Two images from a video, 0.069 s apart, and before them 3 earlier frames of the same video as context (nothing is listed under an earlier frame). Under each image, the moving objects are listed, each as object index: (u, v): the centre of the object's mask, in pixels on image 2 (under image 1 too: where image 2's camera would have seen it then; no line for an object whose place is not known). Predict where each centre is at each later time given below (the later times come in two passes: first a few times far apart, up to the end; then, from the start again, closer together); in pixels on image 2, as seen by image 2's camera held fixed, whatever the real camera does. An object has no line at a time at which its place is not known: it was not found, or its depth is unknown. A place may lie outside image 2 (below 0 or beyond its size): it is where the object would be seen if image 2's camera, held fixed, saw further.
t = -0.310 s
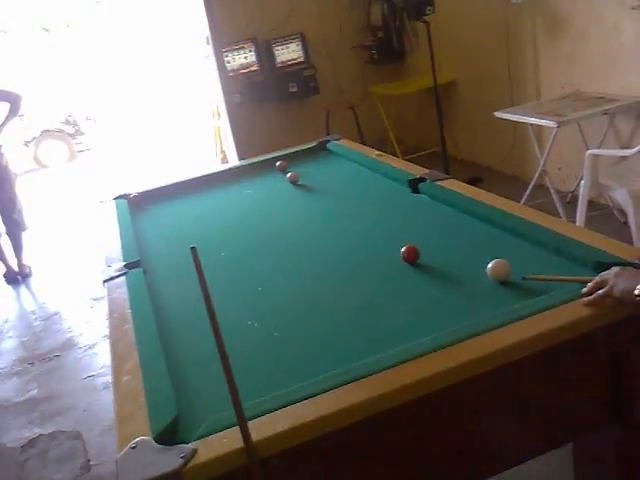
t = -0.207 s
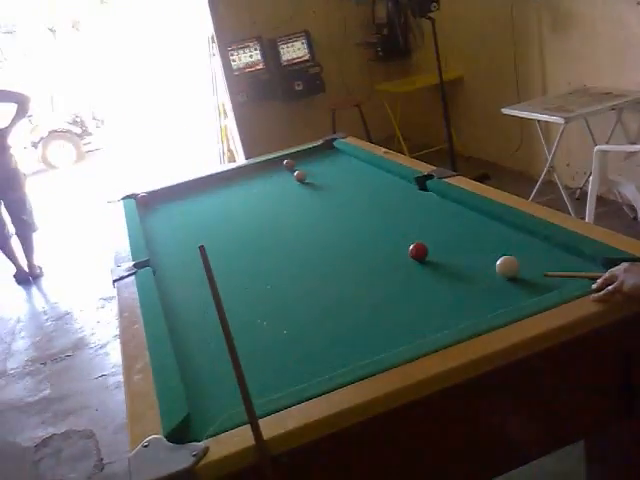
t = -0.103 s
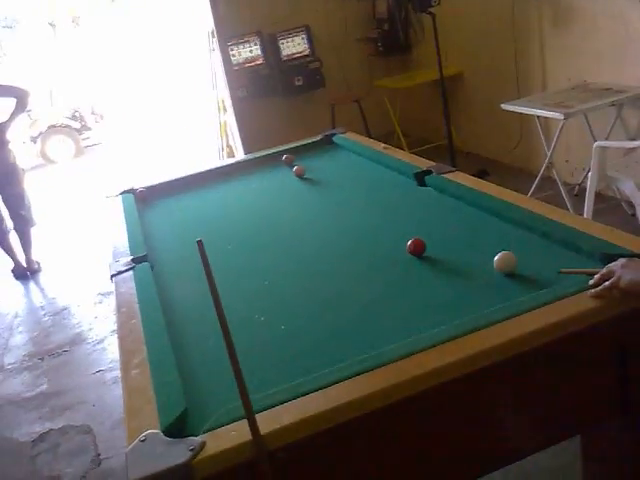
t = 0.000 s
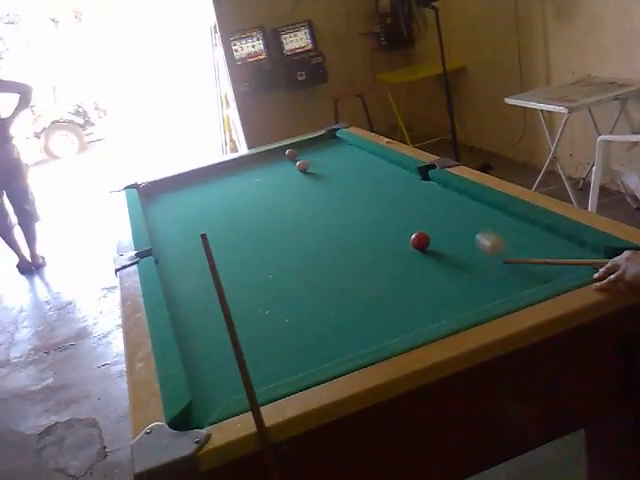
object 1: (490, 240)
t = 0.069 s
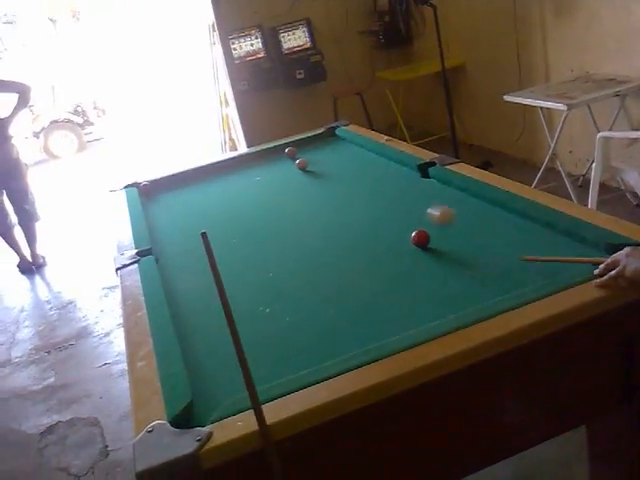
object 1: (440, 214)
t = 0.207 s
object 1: (365, 214)
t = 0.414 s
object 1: (280, 211)
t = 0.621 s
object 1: (236, 203)
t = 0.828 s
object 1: (201, 197)
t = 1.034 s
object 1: (171, 191)
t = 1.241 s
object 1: (153, 185)
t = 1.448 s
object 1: (151, 184)
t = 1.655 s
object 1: (152, 187)
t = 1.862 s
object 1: (152, 189)
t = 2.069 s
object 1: (151, 193)
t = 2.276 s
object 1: (150, 195)
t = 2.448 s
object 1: (149, 196)
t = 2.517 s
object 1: (148, 197)
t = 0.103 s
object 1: (419, 208)
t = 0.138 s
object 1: (398, 207)
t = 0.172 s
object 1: (381, 209)
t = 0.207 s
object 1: (365, 214)
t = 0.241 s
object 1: (351, 221)
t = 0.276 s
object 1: (323, 214)
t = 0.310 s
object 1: (311, 214)
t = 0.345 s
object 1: (299, 214)
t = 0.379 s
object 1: (289, 212)
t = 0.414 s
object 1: (280, 211)
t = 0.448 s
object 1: (271, 209)
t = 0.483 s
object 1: (263, 208)
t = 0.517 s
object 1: (256, 207)
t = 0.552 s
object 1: (249, 205)
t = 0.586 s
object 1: (242, 204)
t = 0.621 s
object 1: (236, 203)
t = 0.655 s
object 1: (230, 202)
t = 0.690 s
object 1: (224, 201)
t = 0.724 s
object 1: (218, 200)
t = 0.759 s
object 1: (212, 199)
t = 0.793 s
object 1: (207, 198)
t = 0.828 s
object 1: (201, 197)
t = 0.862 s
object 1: (196, 196)
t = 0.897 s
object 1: (191, 194)
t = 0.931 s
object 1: (186, 194)
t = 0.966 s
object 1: (181, 192)
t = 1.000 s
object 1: (176, 192)
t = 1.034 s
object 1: (171, 191)
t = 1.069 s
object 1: (166, 190)
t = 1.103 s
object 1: (162, 188)
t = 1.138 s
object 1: (158, 188)
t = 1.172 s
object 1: (151, 186)
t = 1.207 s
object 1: (151, 185)
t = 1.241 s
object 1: (153, 185)
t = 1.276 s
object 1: (153, 185)
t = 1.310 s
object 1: (153, 184)
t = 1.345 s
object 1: (152, 184)
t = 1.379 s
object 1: (152, 184)
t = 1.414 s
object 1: (151, 184)
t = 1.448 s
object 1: (151, 184)
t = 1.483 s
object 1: (151, 185)
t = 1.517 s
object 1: (152, 185)
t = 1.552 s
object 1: (152, 185)
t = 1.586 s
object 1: (152, 185)
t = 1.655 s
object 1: (152, 187)
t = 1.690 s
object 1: (152, 187)
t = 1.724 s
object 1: (152, 188)
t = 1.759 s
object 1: (152, 188)
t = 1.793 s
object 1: (152, 189)
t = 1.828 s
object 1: (152, 189)
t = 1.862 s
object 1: (152, 189)
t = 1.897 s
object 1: (151, 190)
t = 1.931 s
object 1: (151, 190)
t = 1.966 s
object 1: (151, 191)
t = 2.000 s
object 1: (151, 191)
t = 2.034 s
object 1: (151, 192)
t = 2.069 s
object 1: (151, 193)
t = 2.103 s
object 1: (151, 193)
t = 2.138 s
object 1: (150, 193)
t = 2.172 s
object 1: (150, 194)
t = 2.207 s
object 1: (150, 194)
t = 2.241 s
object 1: (150, 194)
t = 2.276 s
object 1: (150, 195)
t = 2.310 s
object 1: (150, 195)
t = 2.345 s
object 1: (149, 196)
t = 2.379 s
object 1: (150, 196)
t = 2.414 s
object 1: (149, 196)
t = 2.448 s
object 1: (149, 196)
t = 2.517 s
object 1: (148, 197)
